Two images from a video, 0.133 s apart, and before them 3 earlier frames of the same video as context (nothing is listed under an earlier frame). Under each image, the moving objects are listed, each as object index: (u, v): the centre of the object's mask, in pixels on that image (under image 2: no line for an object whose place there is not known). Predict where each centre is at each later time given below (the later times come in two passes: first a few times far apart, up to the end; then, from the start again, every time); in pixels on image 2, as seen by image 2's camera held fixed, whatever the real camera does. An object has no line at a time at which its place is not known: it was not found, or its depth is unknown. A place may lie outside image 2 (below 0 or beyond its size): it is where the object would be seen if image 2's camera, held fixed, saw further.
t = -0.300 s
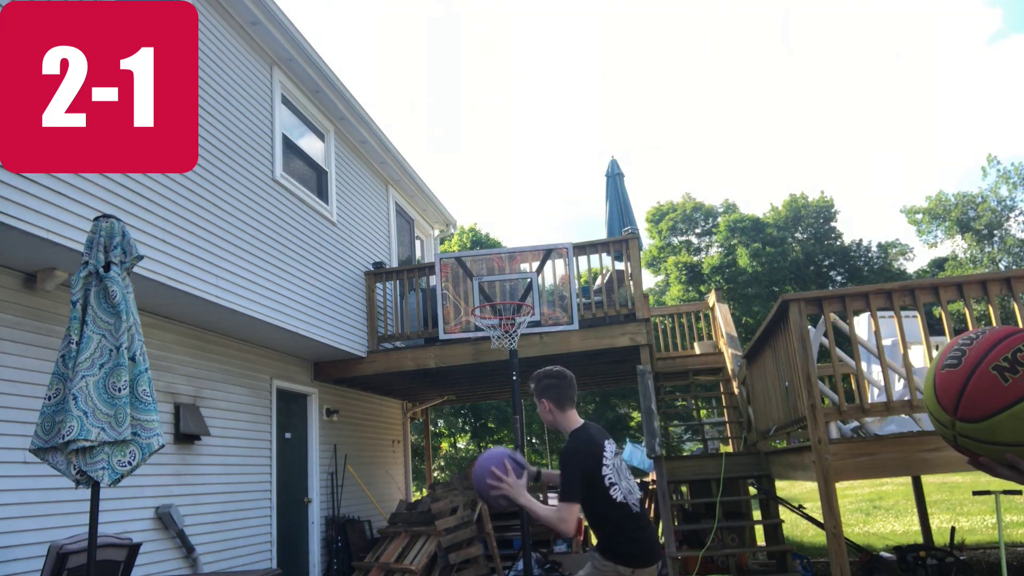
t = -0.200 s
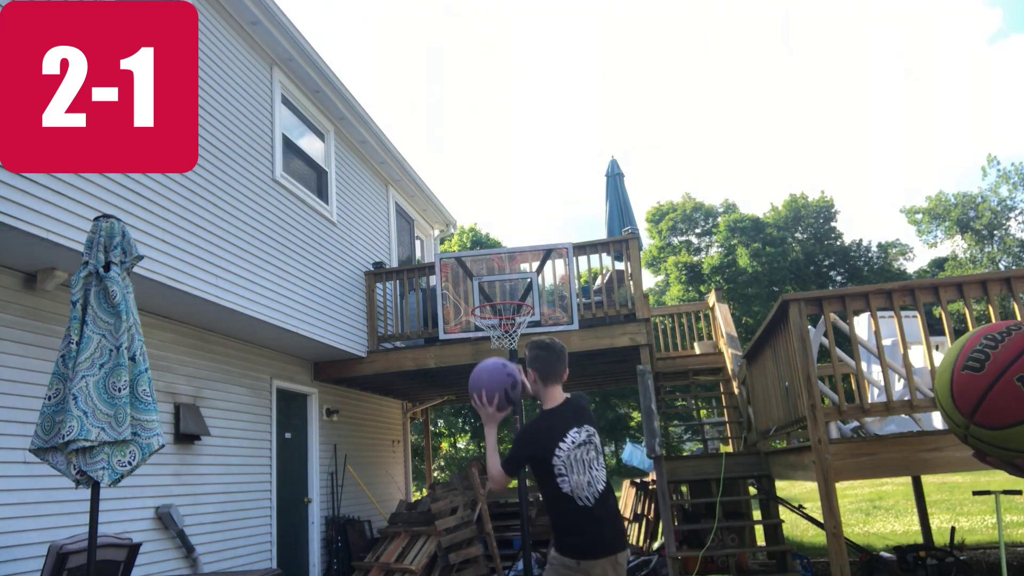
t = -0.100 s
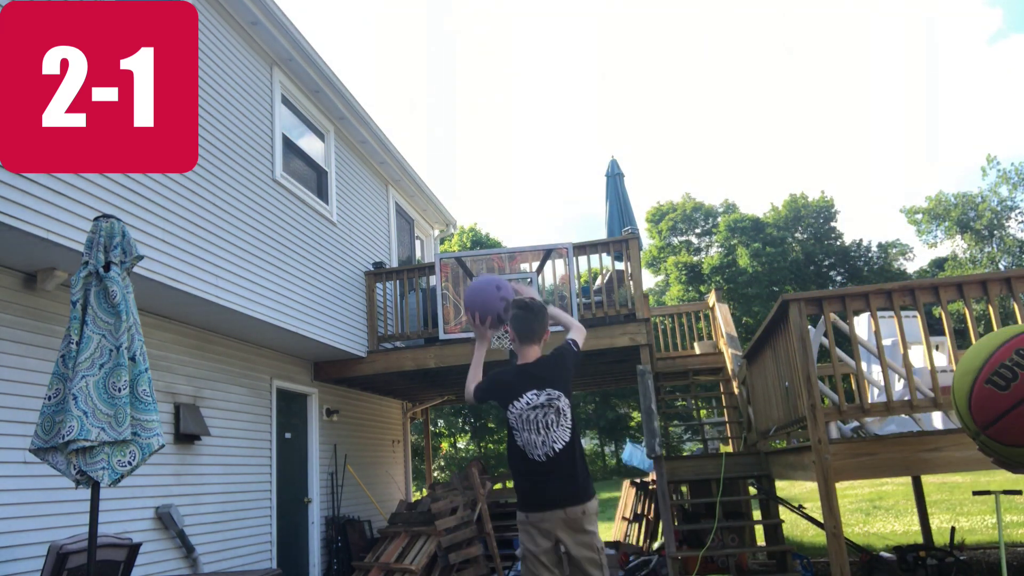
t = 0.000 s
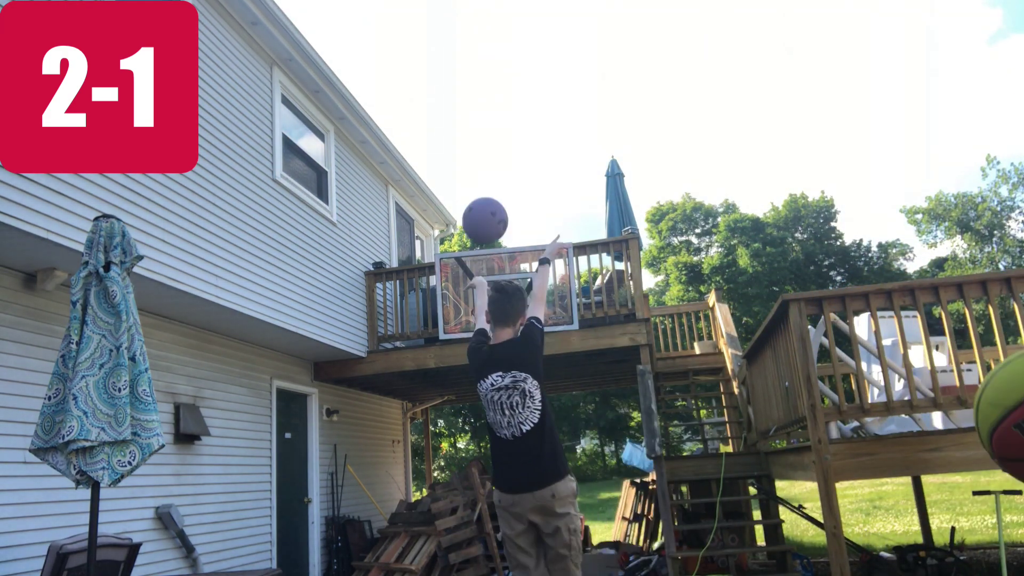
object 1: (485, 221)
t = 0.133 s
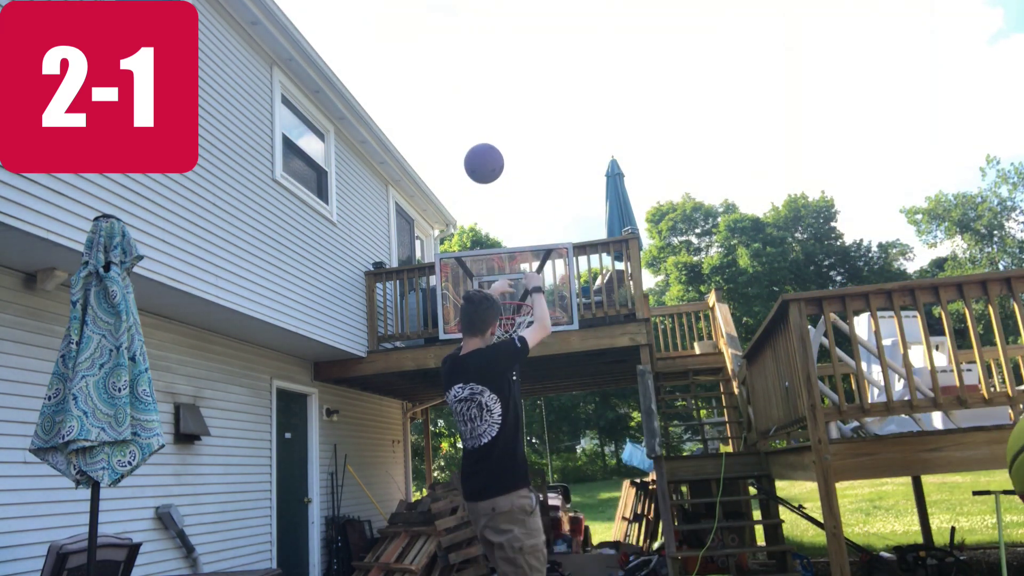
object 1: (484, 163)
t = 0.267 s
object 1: (485, 145)
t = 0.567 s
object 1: (493, 187)
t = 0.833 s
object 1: (498, 275)
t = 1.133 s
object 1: (502, 410)
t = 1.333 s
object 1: (512, 561)
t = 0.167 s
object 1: (484, 156)
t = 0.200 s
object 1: (484, 150)
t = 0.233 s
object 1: (485, 147)
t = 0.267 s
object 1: (485, 145)
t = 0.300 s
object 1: (486, 145)
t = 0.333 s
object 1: (487, 146)
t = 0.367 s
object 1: (487, 148)
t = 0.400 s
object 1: (488, 152)
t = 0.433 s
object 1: (489, 157)
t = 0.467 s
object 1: (490, 163)
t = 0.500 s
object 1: (491, 170)
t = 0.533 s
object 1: (492, 178)
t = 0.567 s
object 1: (493, 187)
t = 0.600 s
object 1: (494, 197)
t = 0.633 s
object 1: (495, 208)
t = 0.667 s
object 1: (496, 219)
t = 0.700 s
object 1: (498, 231)
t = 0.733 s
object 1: (499, 245)
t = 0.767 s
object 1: (499, 255)
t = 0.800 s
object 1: (498, 264)
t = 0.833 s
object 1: (498, 275)
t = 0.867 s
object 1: (498, 287)
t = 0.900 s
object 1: (497, 295)
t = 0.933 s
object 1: (496, 314)
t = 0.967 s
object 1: (495, 328)
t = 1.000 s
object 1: (497, 344)
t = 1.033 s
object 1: (498, 358)
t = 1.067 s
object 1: (499, 374)
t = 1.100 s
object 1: (500, 390)
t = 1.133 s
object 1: (502, 410)
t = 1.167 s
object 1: (503, 430)
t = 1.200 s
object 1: (505, 455)
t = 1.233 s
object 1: (506, 477)
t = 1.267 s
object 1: (508, 504)
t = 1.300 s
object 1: (510, 531)
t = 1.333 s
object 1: (512, 561)
